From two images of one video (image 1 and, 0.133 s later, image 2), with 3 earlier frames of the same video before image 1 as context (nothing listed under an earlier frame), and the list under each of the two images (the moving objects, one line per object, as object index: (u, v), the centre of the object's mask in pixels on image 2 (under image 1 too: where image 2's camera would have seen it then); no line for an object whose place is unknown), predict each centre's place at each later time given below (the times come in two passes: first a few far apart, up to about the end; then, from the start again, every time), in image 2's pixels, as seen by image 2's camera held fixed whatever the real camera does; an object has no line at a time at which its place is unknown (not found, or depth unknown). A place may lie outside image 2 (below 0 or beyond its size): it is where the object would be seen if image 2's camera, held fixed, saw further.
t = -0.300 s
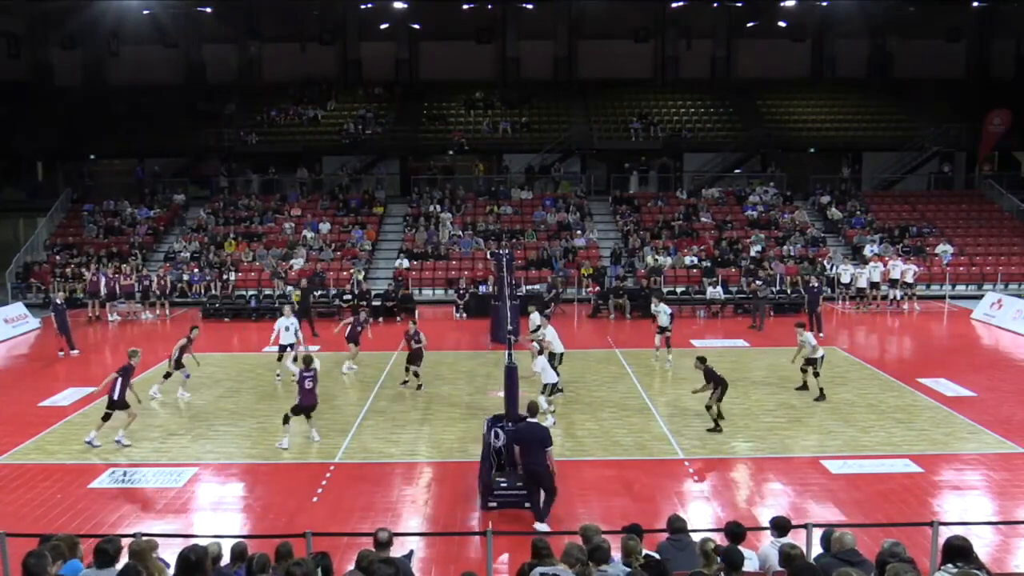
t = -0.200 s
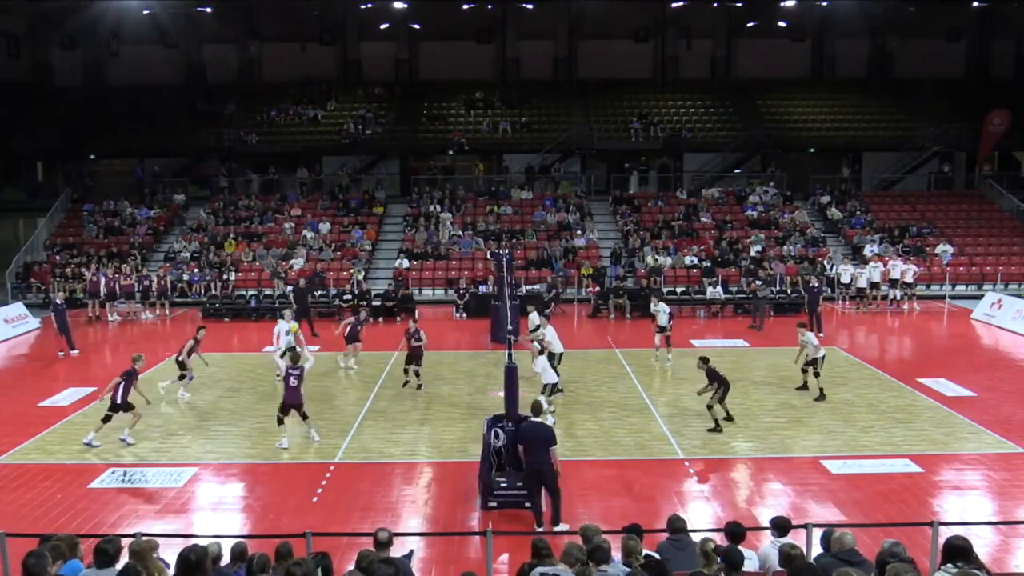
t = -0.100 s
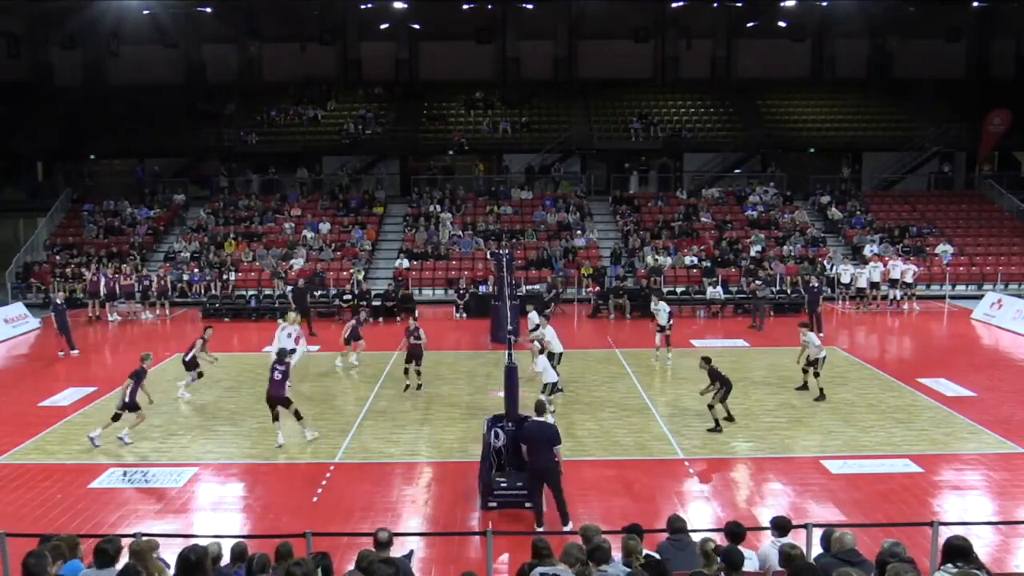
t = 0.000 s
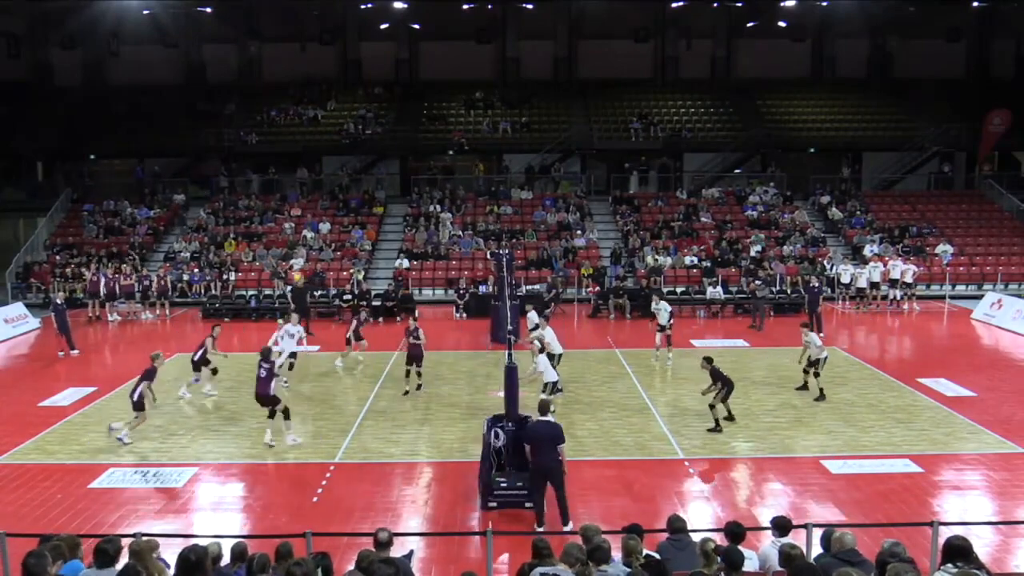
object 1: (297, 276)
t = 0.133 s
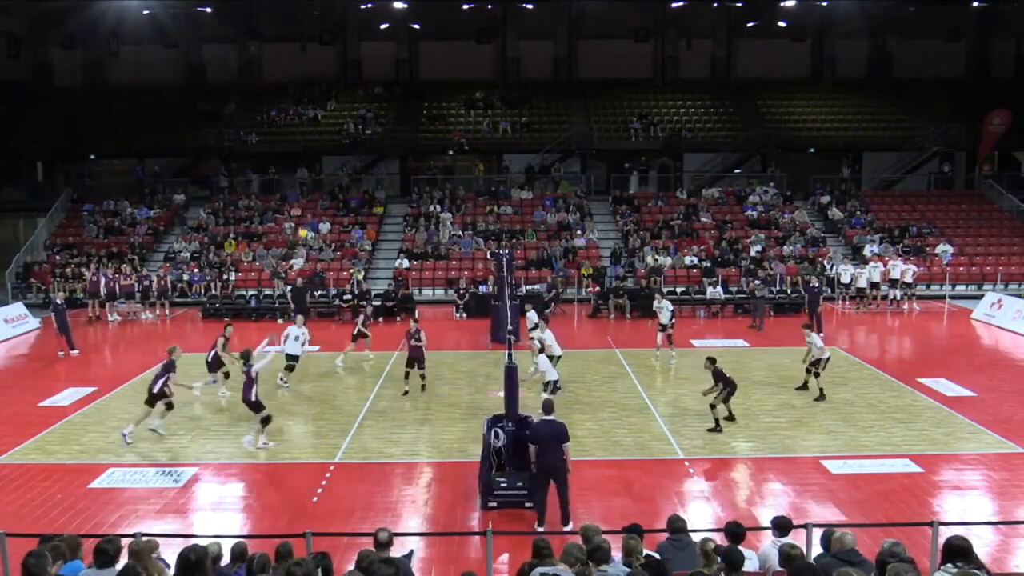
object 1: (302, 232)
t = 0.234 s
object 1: (306, 207)
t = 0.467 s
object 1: (316, 168)
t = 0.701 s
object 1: (327, 159)
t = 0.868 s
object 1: (335, 169)
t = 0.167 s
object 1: (304, 223)
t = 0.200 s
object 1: (305, 215)
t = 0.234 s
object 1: (306, 207)
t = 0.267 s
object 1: (308, 199)
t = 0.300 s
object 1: (309, 193)
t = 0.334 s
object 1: (310, 187)
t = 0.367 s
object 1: (312, 181)
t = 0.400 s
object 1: (313, 176)
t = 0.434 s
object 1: (315, 172)
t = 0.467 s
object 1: (316, 168)
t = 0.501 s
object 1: (318, 165)
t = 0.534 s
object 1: (319, 162)
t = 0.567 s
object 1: (321, 160)
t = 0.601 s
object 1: (323, 159)
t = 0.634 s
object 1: (324, 158)
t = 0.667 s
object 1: (326, 159)
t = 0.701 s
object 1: (327, 159)
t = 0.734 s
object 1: (329, 160)
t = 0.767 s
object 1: (330, 161)
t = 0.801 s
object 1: (332, 163)
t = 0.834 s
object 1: (334, 166)
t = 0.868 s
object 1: (335, 169)
